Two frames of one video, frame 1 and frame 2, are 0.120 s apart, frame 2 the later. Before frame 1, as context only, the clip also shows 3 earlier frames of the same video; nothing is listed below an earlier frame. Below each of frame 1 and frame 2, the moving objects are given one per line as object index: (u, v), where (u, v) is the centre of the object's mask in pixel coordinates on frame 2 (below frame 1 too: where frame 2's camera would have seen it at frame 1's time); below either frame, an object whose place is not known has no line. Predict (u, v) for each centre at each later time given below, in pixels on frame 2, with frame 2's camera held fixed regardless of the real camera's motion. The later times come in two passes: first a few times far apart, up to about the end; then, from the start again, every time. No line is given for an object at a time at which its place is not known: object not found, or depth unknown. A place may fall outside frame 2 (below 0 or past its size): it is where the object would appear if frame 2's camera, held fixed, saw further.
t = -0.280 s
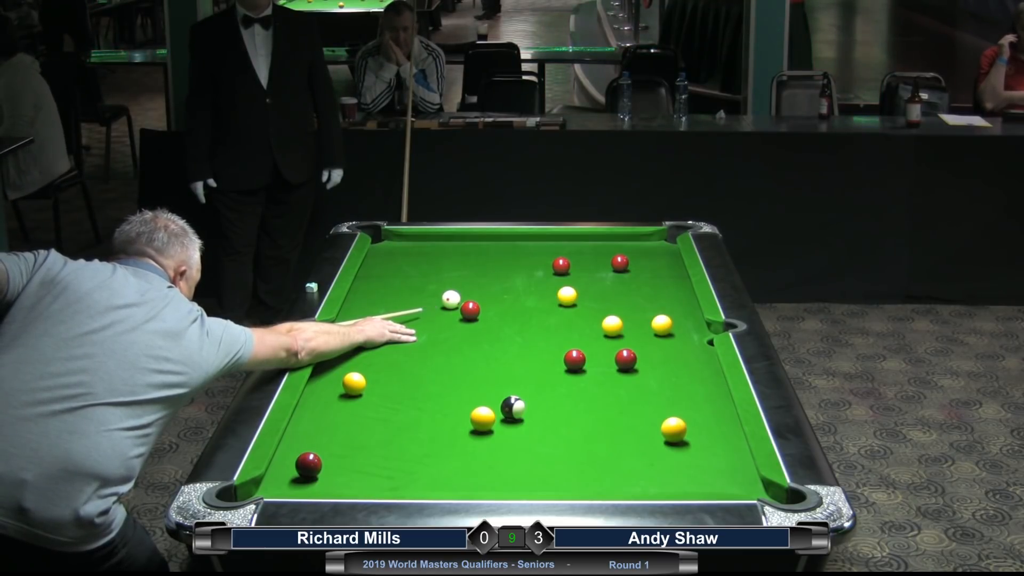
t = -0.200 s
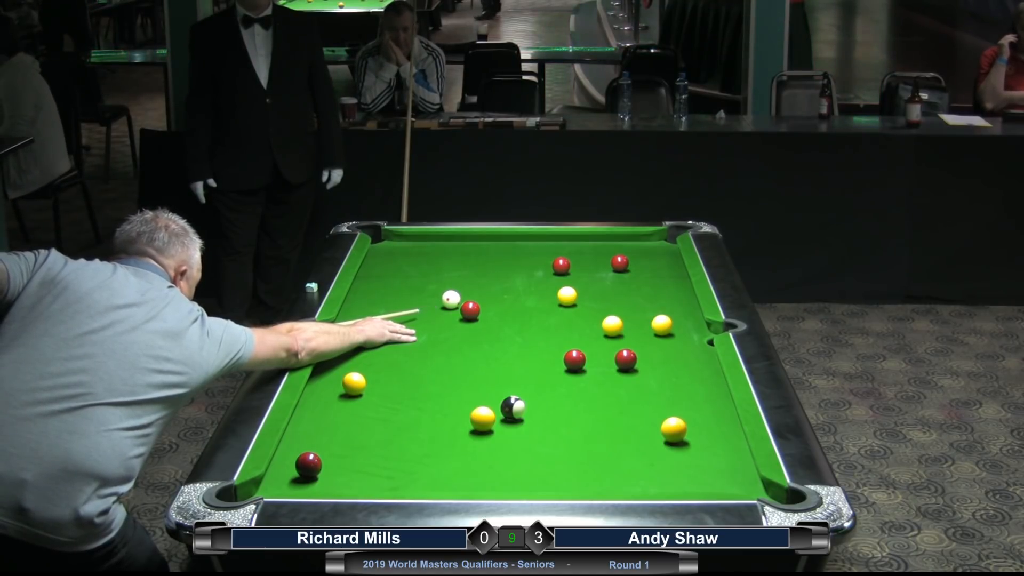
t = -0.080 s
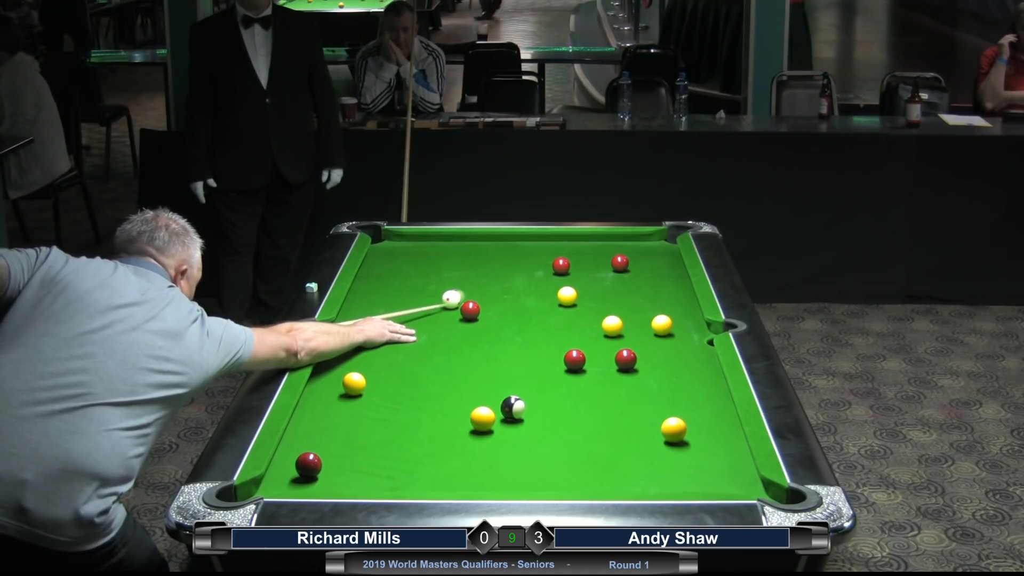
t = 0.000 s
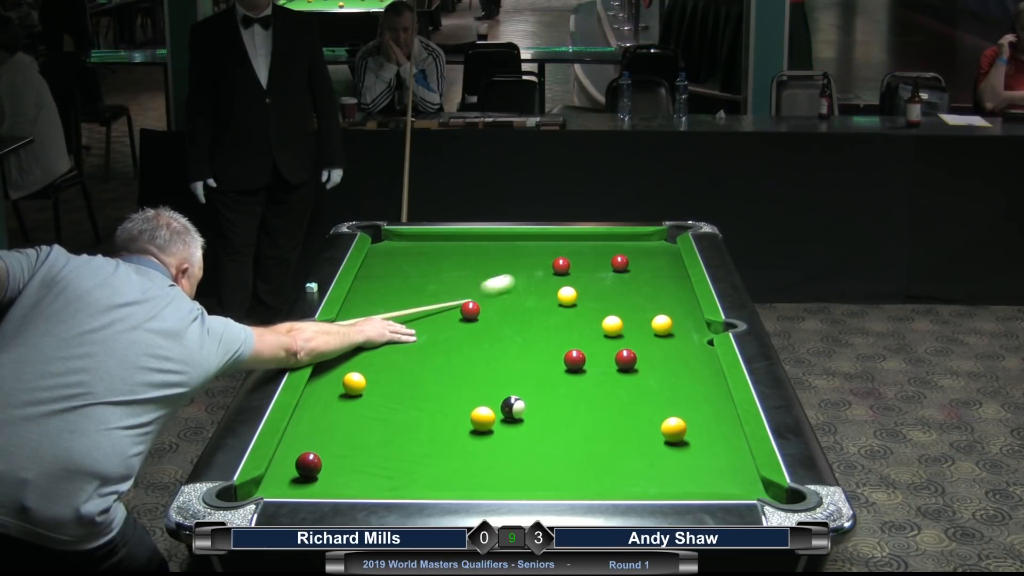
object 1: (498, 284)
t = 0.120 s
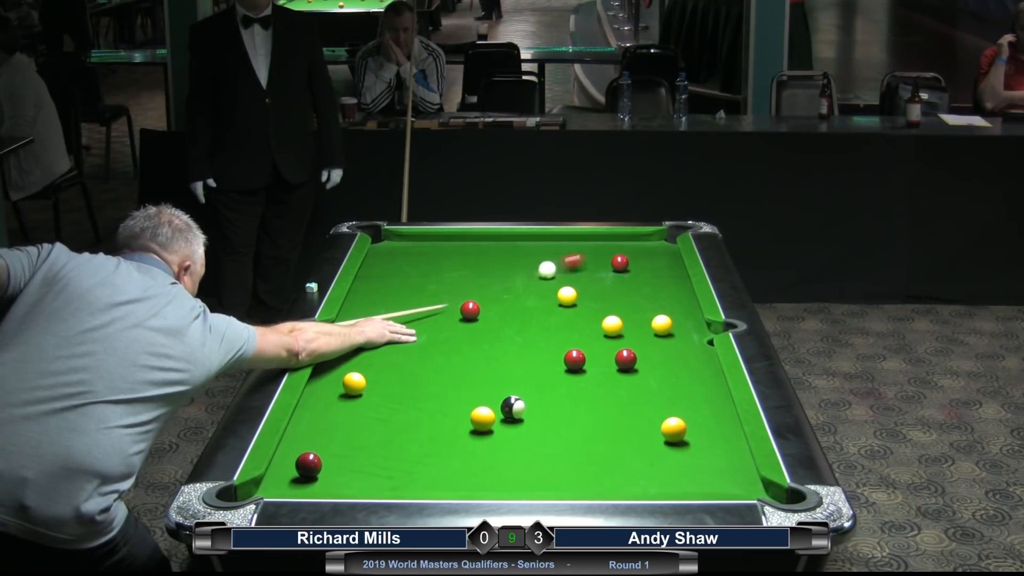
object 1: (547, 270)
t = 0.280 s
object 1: (537, 272)
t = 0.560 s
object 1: (521, 276)
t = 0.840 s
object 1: (506, 279)
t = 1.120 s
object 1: (494, 282)
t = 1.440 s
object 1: (482, 284)
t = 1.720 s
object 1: (475, 286)
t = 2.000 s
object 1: (469, 287)
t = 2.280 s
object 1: (466, 287)
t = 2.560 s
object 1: (465, 287)
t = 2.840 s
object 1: (465, 287)
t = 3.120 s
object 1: (465, 287)
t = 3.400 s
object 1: (465, 287)
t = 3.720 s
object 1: (465, 287)
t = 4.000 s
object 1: (465, 287)
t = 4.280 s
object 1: (465, 287)
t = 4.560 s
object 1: (465, 287)
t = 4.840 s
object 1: (465, 287)
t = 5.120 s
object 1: (465, 287)
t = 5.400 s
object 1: (465, 287)
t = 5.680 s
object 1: (465, 287)
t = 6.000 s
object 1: (465, 287)
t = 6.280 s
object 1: (465, 287)
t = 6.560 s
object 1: (465, 287)
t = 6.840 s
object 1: (465, 287)
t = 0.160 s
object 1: (544, 270)
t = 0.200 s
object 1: (542, 271)
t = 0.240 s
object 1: (539, 272)
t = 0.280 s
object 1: (537, 272)
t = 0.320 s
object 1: (535, 273)
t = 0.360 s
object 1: (532, 273)
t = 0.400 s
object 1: (530, 274)
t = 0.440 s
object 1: (527, 274)
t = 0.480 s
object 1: (525, 275)
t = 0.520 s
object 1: (523, 276)
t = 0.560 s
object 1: (521, 276)
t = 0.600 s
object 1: (519, 276)
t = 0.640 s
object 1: (516, 277)
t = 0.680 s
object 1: (514, 277)
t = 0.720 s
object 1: (512, 278)
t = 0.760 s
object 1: (510, 278)
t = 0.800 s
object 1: (508, 279)
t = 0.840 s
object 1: (506, 279)
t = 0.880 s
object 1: (505, 280)
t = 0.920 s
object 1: (503, 280)
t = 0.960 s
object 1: (501, 280)
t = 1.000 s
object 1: (499, 280)
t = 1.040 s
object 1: (497, 281)
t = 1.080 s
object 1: (496, 281)
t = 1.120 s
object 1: (494, 282)
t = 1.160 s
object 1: (492, 282)
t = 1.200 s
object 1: (491, 282)
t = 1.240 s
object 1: (489, 283)
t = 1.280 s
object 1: (488, 283)
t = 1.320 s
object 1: (486, 283)
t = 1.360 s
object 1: (485, 283)
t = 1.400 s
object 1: (484, 284)
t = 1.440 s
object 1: (482, 284)
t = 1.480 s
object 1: (481, 284)
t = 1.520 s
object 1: (480, 285)
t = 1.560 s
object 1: (479, 285)
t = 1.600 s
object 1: (478, 285)
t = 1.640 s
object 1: (477, 285)
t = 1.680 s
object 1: (476, 285)
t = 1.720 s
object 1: (475, 286)
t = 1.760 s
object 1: (474, 286)
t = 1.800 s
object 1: (473, 286)
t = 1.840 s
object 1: (472, 286)
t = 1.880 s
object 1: (472, 286)
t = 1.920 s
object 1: (471, 286)
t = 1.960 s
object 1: (470, 287)
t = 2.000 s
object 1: (469, 287)
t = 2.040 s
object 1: (469, 287)
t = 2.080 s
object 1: (468, 287)
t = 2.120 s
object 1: (468, 287)
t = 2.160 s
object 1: (467, 287)
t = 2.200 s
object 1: (467, 287)
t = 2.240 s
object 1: (467, 287)
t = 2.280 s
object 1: (466, 287)
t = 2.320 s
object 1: (466, 287)
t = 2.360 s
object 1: (466, 287)
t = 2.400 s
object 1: (465, 287)
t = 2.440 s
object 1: (465, 287)
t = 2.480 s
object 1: (465, 287)
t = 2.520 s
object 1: (465, 287)
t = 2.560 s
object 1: (465, 287)
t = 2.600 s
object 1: (465, 287)
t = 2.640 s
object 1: (465, 287)
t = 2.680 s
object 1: (465, 287)
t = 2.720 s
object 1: (465, 287)
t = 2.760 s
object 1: (465, 287)
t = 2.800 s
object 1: (465, 287)
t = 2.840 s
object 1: (465, 287)
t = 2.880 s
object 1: (465, 287)
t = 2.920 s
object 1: (465, 287)
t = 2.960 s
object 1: (465, 287)
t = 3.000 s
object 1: (465, 287)
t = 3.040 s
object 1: (465, 287)
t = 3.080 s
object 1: (465, 287)
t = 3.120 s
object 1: (465, 287)
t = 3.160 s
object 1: (465, 287)
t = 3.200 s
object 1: (465, 287)
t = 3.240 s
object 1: (465, 287)
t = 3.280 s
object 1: (465, 287)
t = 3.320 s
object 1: (465, 287)
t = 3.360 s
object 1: (465, 287)
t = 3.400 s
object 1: (465, 287)
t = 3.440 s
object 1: (465, 287)
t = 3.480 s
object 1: (465, 287)
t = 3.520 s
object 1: (465, 287)
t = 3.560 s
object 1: (465, 287)
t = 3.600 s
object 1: (465, 287)
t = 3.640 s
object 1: (465, 287)
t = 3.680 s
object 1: (465, 287)
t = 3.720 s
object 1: (465, 287)
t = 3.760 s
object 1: (465, 287)
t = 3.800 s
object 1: (465, 287)
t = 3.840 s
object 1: (465, 287)
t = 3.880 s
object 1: (465, 287)
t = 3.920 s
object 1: (465, 287)
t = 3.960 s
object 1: (465, 287)
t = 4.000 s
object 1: (465, 287)
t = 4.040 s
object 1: (465, 287)
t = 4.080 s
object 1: (465, 287)
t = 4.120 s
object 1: (465, 287)
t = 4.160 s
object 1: (465, 287)
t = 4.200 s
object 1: (465, 287)
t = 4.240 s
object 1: (465, 287)
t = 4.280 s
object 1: (465, 287)
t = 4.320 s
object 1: (465, 287)
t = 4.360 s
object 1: (465, 287)
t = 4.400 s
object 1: (465, 287)
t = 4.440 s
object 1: (465, 287)
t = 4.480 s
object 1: (465, 287)
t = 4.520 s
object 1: (465, 287)
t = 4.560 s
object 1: (465, 287)
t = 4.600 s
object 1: (465, 287)
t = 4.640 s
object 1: (465, 287)
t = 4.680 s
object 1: (465, 287)
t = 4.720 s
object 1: (465, 287)
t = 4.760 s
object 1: (465, 287)
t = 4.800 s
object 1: (465, 287)
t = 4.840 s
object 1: (465, 287)
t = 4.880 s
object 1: (465, 287)
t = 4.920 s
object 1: (465, 287)
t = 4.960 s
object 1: (465, 287)
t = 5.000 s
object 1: (465, 287)
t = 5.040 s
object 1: (465, 287)
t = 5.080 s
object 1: (465, 287)
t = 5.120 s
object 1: (465, 287)
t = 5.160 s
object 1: (465, 287)
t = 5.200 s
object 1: (465, 287)
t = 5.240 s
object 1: (465, 287)
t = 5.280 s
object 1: (465, 287)
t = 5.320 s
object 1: (465, 287)
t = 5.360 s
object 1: (465, 287)
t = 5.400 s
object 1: (465, 287)
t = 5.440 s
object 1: (465, 287)
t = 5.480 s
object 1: (465, 287)
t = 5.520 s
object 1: (465, 287)
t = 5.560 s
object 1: (465, 287)
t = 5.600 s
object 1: (465, 287)
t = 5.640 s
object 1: (465, 287)
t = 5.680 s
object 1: (465, 287)
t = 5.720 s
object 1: (465, 287)
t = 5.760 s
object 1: (465, 287)
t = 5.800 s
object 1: (465, 287)
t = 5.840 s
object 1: (465, 287)
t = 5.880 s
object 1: (465, 287)
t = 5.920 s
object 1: (465, 287)
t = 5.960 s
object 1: (465, 287)
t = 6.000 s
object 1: (465, 287)
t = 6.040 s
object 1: (465, 287)
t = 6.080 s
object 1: (465, 287)
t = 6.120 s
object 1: (465, 287)
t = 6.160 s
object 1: (465, 287)
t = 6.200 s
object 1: (465, 287)
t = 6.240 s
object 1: (465, 287)
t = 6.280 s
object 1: (465, 287)
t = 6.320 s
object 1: (465, 287)
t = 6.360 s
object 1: (465, 287)
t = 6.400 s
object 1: (465, 287)
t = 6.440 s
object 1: (465, 287)
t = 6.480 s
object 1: (465, 287)
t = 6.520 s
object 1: (465, 287)
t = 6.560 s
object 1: (465, 287)
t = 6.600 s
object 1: (465, 287)
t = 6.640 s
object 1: (465, 287)
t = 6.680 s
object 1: (465, 287)
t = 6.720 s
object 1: (465, 287)
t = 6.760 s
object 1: (465, 287)
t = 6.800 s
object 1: (465, 287)
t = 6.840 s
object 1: (465, 287)
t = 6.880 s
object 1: (465, 287)
